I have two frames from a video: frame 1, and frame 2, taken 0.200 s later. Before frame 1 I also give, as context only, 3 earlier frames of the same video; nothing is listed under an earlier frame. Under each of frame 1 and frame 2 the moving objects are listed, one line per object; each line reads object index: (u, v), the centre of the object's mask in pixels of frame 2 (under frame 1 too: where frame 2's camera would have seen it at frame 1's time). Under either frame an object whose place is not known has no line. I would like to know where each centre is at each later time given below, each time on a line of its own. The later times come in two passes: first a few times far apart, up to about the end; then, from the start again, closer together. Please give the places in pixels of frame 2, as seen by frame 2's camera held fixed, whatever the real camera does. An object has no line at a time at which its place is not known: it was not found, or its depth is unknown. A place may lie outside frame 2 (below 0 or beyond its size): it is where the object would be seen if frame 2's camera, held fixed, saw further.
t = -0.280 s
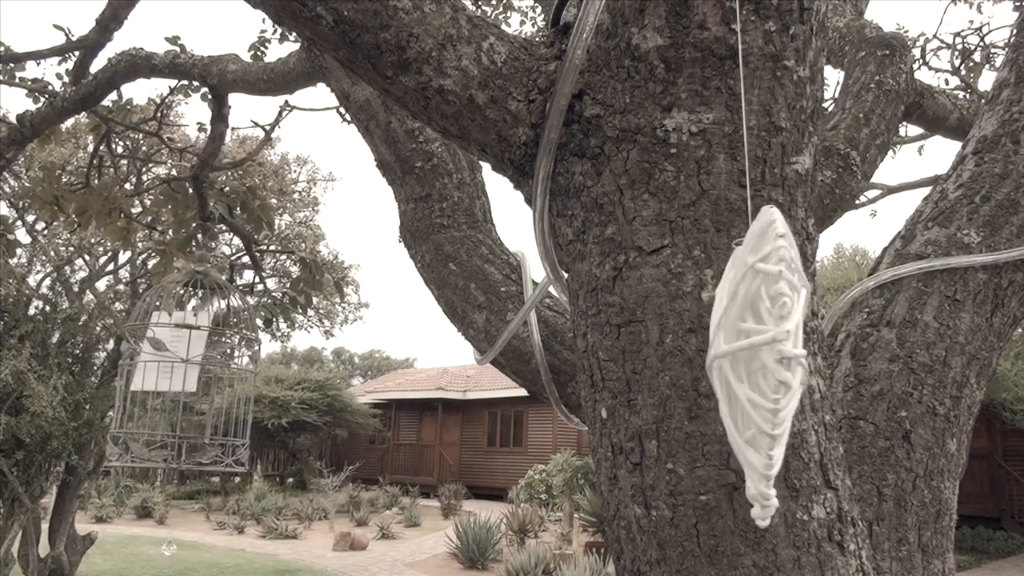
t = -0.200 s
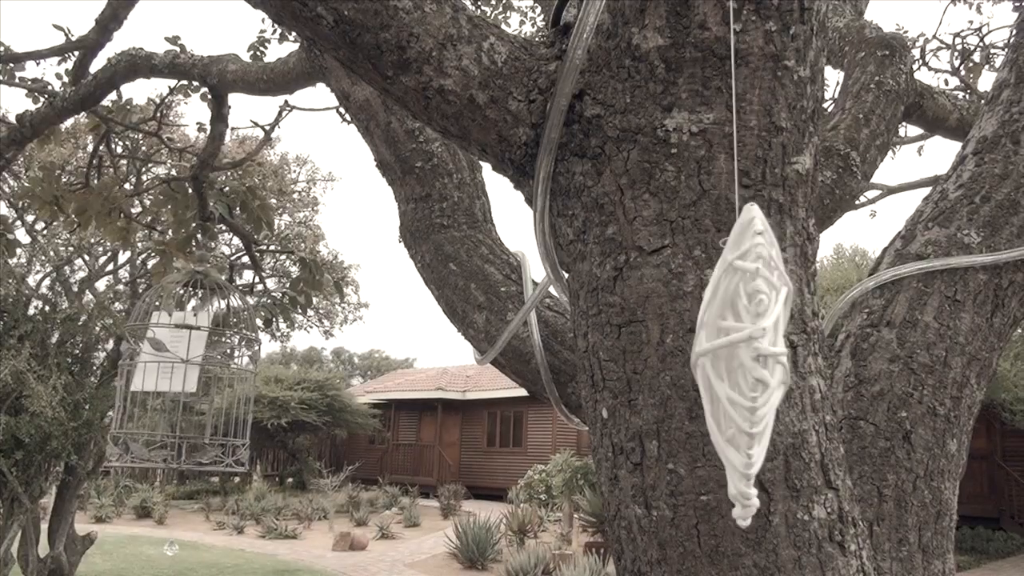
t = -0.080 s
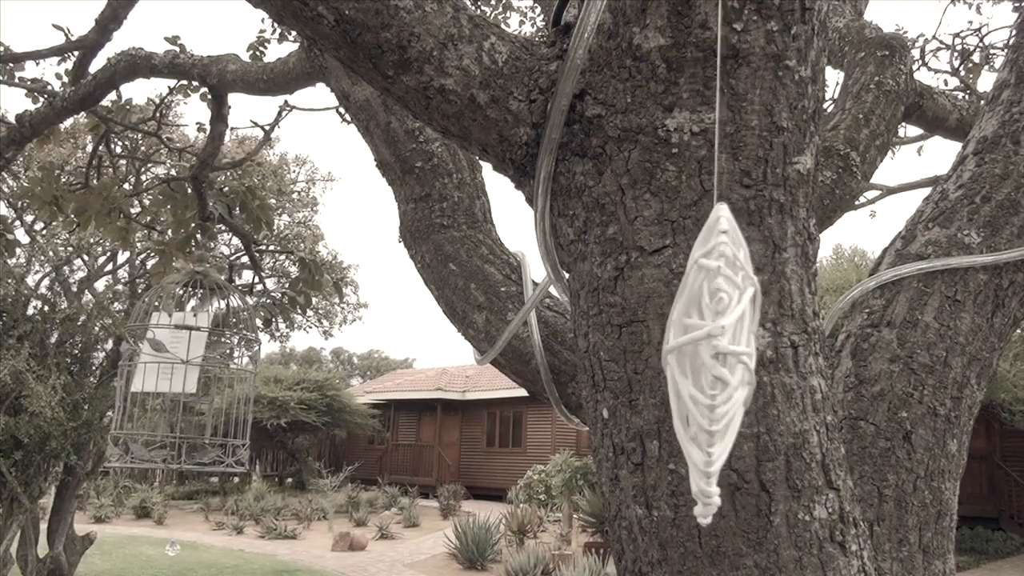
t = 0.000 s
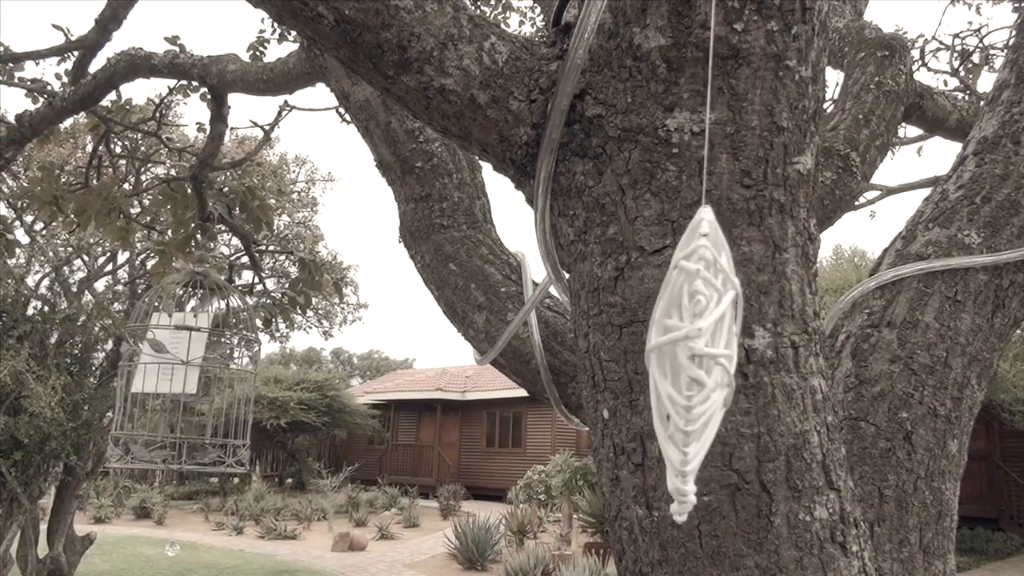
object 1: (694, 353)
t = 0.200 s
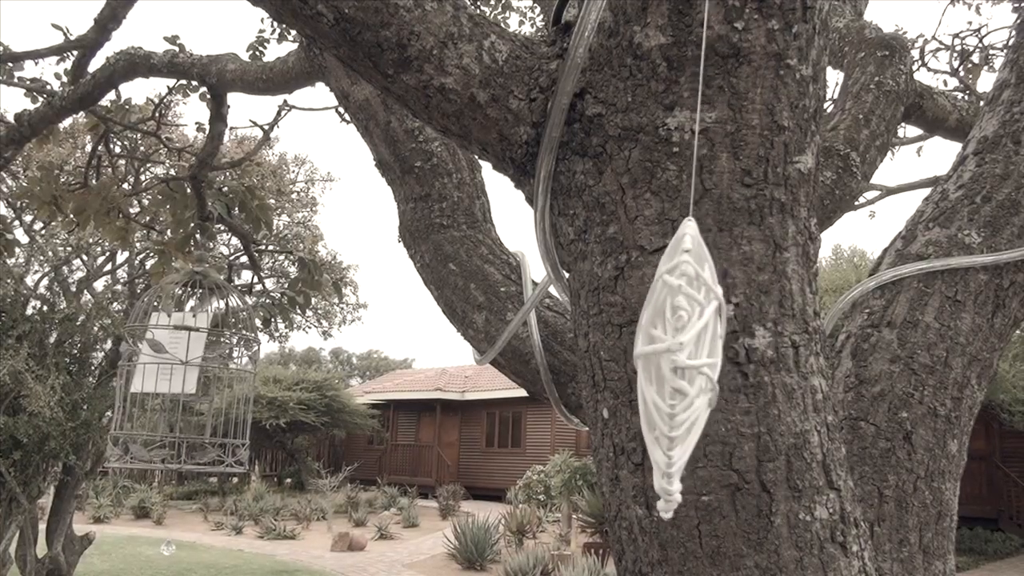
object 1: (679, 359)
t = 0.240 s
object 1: (683, 360)
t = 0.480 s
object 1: (739, 365)
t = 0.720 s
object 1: (783, 357)
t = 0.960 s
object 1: (752, 352)
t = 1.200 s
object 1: (696, 351)
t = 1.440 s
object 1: (702, 355)
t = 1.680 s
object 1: (761, 356)
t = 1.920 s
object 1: (795, 351)
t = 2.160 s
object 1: (758, 348)
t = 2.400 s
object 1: (701, 347)
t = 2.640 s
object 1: (710, 353)
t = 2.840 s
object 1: (758, 356)
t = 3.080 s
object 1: (797, 351)
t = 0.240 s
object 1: (683, 360)
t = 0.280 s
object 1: (688, 362)
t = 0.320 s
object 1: (697, 363)
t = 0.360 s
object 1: (706, 364)
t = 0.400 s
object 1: (717, 365)
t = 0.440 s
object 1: (728, 365)
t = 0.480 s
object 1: (739, 365)
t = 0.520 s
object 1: (750, 364)
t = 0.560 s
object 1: (759, 363)
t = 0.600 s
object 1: (768, 361)
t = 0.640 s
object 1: (775, 360)
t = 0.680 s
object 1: (780, 358)
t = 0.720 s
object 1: (783, 357)
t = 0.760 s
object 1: (783, 355)
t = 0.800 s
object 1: (781, 354)
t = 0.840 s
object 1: (777, 354)
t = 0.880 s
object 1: (770, 353)
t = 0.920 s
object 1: (762, 352)
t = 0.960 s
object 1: (752, 352)
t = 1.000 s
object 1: (742, 351)
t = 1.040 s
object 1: (731, 351)
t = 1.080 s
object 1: (720, 350)
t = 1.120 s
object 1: (711, 350)
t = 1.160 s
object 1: (703, 350)
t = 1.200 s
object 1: (696, 351)
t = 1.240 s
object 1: (692, 351)
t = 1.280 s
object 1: (689, 352)
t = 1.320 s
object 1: (689, 352)
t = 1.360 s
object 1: (692, 353)
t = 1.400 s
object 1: (696, 354)
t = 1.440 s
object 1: (702, 355)
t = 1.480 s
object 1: (710, 356)
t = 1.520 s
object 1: (719, 356)
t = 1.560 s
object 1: (729, 356)
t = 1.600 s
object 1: (740, 357)
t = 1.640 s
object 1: (750, 356)
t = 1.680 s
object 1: (761, 356)
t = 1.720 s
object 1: (770, 356)
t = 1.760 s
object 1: (779, 355)
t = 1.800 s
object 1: (786, 354)
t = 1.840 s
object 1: (791, 353)
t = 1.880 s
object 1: (794, 352)
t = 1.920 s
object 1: (795, 351)
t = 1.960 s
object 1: (794, 350)
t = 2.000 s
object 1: (790, 350)
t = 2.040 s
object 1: (785, 349)
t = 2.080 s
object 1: (777, 348)
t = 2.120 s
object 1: (768, 348)
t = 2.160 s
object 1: (758, 348)
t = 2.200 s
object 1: (747, 347)
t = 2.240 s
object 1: (736, 347)
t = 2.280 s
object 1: (725, 347)
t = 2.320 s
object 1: (716, 347)
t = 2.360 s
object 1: (708, 347)
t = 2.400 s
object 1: (701, 347)
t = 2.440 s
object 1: (697, 348)
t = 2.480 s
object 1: (695, 349)
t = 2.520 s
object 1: (696, 350)
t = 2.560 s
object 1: (698, 351)
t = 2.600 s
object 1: (703, 352)
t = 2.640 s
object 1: (710, 353)
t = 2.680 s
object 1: (718, 354)
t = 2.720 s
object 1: (727, 354)
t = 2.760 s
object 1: (737, 355)
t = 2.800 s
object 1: (747, 355)
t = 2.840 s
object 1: (758, 356)
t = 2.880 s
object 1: (768, 355)
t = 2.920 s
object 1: (777, 355)
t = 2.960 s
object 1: (785, 354)
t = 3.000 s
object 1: (791, 353)
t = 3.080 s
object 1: (797, 351)
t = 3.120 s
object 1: (797, 351)
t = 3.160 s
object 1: (795, 350)
